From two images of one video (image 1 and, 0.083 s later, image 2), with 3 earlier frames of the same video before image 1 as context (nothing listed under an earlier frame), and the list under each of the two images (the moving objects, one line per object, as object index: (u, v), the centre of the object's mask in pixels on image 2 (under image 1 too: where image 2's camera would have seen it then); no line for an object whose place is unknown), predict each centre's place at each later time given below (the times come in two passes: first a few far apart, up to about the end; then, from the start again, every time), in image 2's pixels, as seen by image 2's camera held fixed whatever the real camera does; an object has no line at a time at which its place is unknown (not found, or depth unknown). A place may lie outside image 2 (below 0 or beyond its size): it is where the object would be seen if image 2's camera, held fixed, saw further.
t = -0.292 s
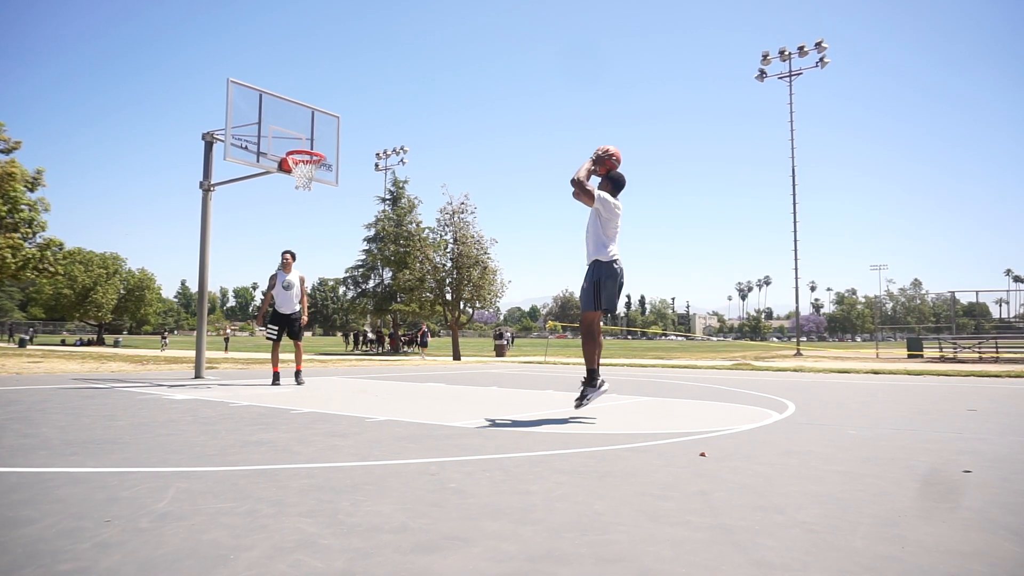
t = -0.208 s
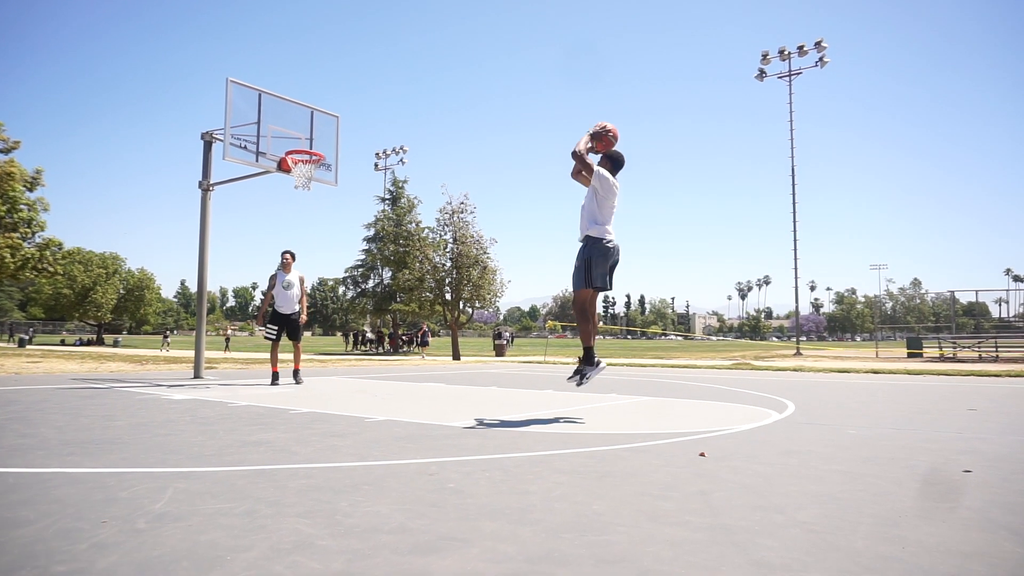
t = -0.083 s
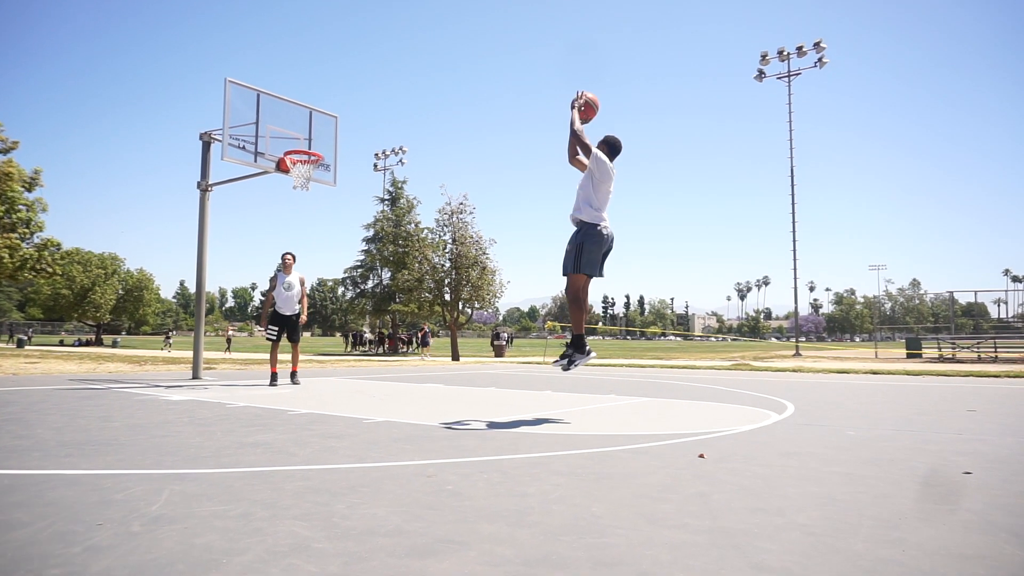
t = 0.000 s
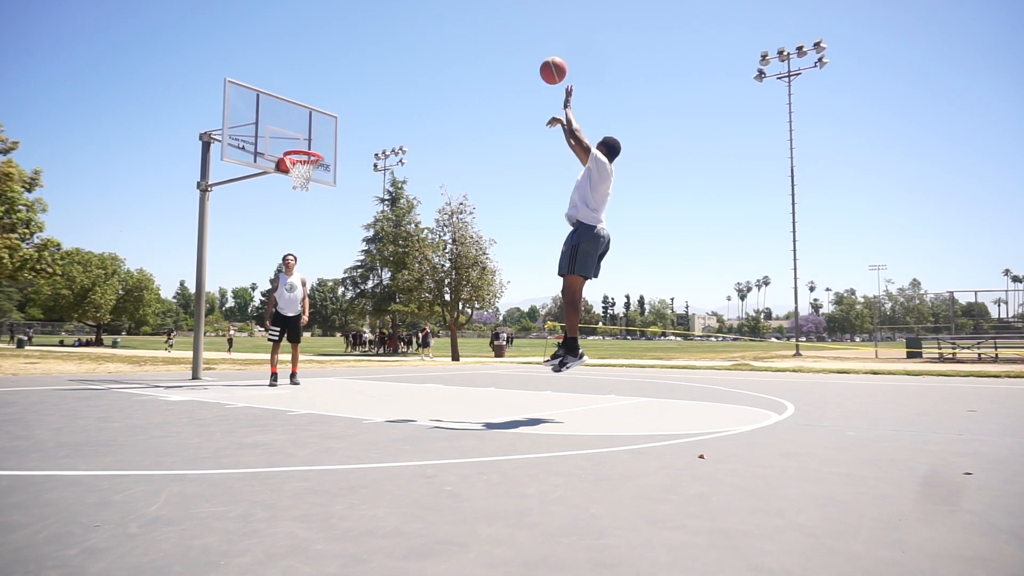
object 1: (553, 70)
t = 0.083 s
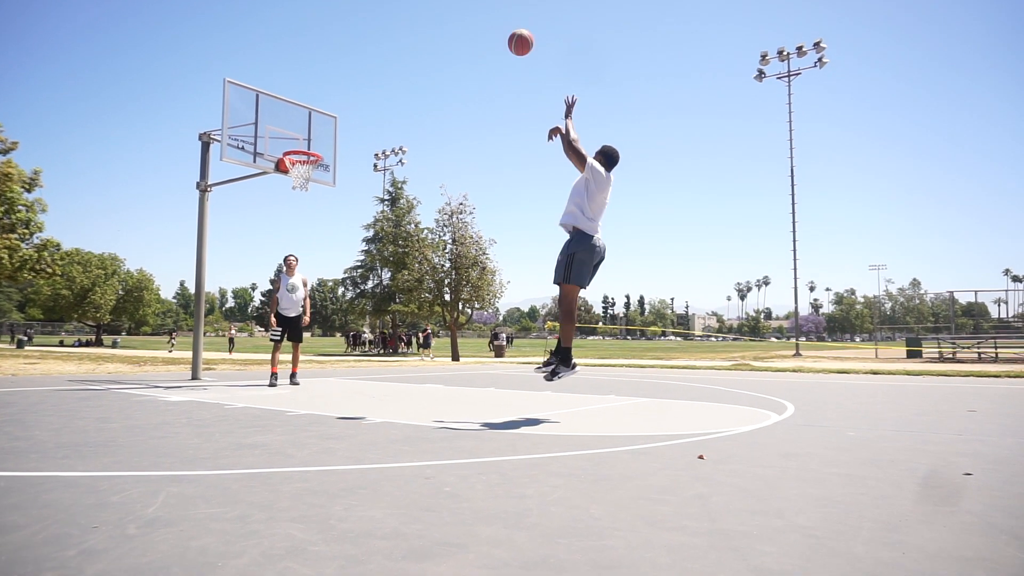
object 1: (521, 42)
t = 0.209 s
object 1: (478, 17)
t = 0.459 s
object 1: (405, 15)
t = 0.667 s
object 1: (355, 50)
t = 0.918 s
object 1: (302, 126)
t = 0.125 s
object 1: (506, 32)
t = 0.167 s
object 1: (491, 23)
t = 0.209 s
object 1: (478, 17)
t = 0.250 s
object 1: (465, 12)
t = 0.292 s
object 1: (452, 10)
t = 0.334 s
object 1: (440, 10)
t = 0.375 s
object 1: (428, 10)
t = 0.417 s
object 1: (417, 12)
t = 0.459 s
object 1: (405, 15)
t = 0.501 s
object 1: (395, 19)
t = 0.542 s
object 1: (384, 25)
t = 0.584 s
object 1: (374, 32)
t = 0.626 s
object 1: (364, 40)
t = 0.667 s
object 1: (355, 50)
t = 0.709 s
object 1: (346, 60)
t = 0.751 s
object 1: (337, 71)
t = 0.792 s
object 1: (328, 83)
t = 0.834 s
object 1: (319, 97)
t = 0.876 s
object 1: (310, 111)
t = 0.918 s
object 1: (302, 126)
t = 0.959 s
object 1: (293, 141)
